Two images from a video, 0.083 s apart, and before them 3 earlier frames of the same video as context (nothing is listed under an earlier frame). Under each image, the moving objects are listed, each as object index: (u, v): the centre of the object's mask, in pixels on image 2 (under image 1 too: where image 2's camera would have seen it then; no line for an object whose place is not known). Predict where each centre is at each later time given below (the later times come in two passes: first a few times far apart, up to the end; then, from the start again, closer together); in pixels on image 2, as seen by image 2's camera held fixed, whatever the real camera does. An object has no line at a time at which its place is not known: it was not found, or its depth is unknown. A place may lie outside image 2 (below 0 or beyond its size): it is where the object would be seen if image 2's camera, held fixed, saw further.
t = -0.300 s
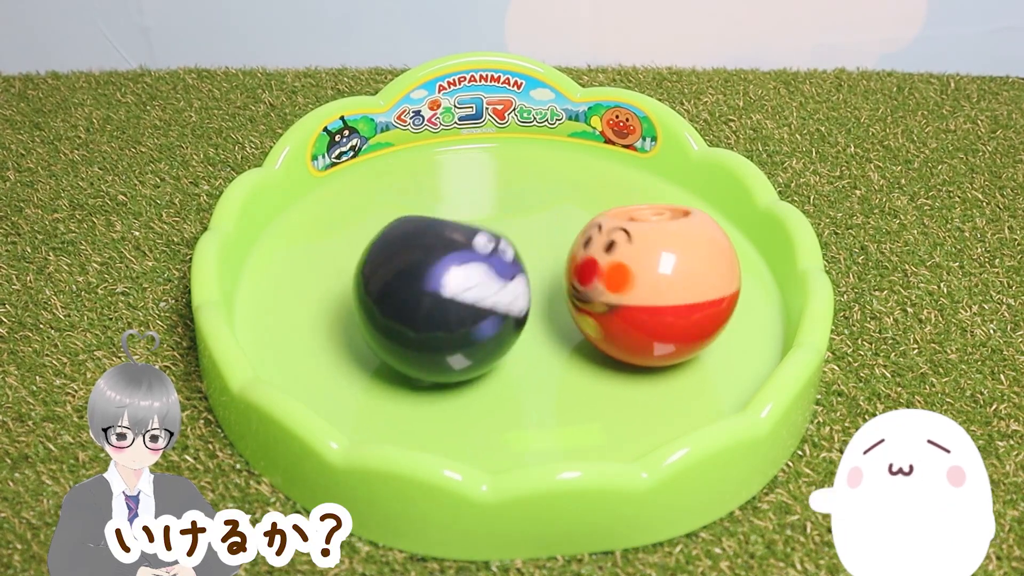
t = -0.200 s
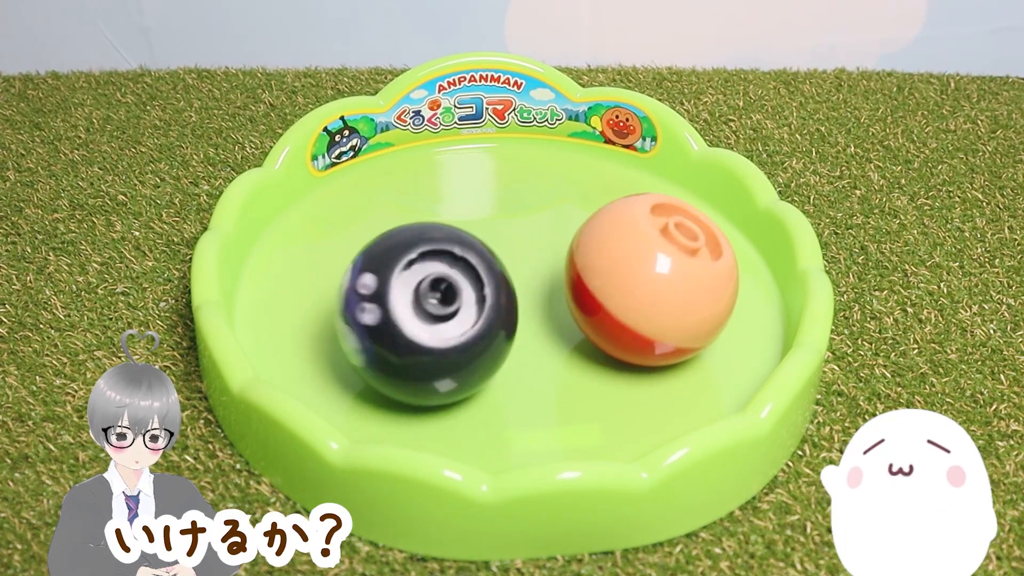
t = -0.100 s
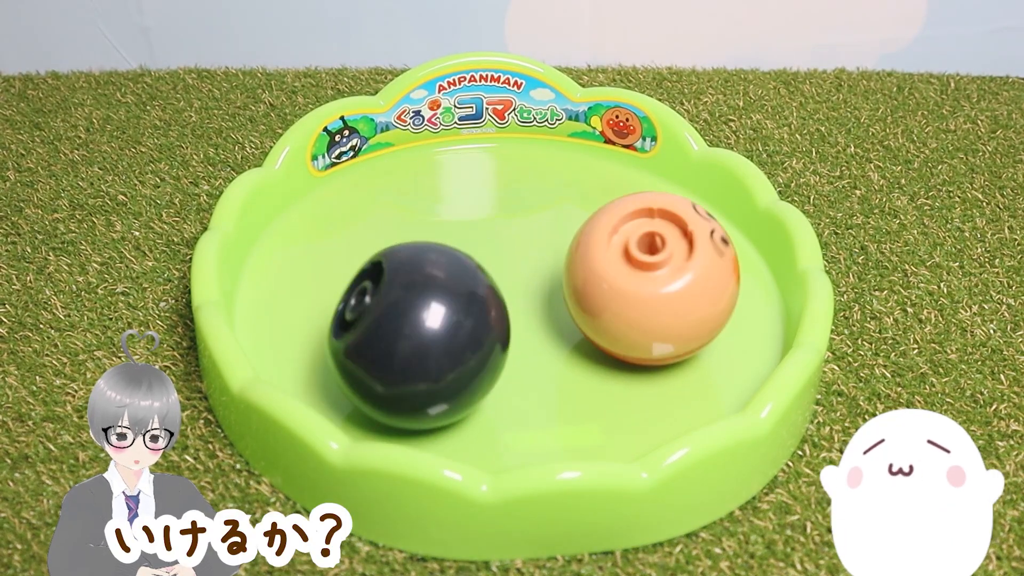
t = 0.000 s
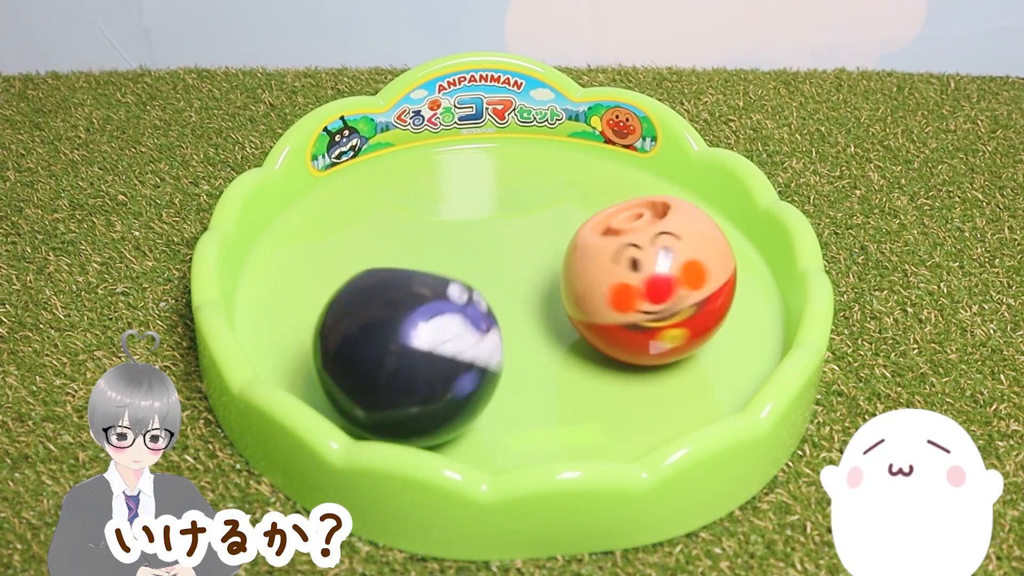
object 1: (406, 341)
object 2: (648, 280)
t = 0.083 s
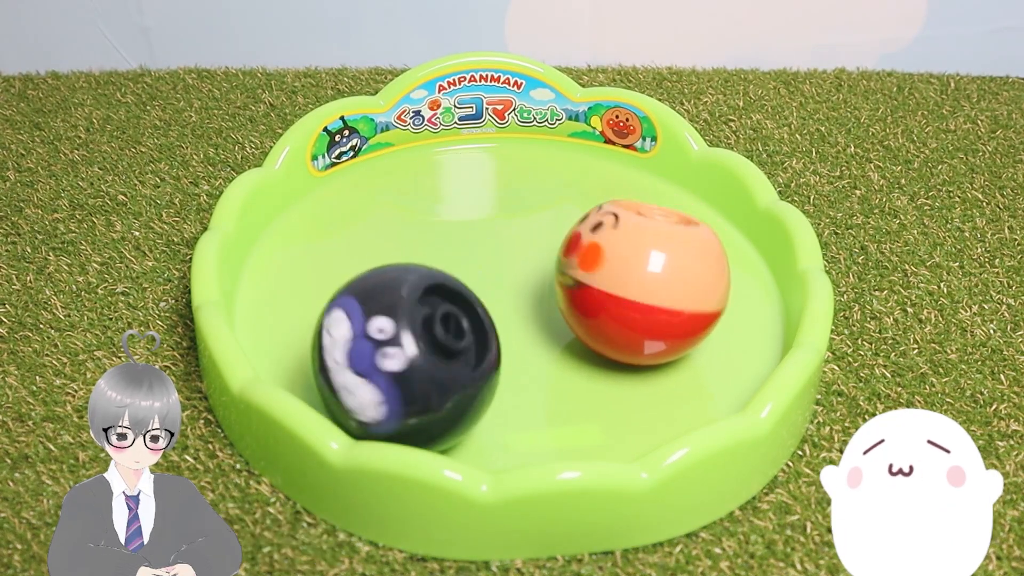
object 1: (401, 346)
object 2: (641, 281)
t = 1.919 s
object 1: (455, 333)
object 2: (655, 263)
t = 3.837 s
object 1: (418, 301)
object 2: (608, 268)
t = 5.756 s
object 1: (438, 291)
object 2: (609, 277)
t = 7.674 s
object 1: (430, 289)
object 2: (600, 271)
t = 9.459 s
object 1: (467, 294)
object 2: (635, 285)
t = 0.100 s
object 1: (403, 345)
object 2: (640, 281)
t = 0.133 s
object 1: (407, 344)
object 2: (637, 279)
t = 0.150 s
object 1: (408, 343)
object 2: (636, 279)
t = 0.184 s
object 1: (413, 343)
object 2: (635, 279)
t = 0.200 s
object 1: (415, 343)
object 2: (635, 279)
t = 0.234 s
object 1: (420, 341)
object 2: (635, 279)
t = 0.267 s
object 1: (424, 341)
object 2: (636, 280)
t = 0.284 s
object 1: (424, 338)
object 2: (636, 280)
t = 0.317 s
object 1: (430, 334)
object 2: (636, 281)
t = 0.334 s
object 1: (433, 335)
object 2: (636, 281)
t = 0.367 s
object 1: (435, 337)
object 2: (636, 283)
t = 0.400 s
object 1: (442, 316)
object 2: (635, 285)
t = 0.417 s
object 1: (446, 310)
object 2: (635, 285)
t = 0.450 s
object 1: (453, 309)
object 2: (633, 286)
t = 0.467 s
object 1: (458, 300)
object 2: (633, 286)
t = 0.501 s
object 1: (462, 299)
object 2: (634, 284)
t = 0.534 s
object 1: (463, 286)
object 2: (638, 283)
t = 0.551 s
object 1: (464, 284)
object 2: (640, 282)
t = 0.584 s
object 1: (467, 281)
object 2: (645, 280)
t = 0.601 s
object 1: (465, 279)
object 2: (647, 280)
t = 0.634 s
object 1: (463, 273)
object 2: (651, 279)
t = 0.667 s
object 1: (462, 269)
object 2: (655, 278)
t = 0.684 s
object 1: (460, 269)
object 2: (658, 278)
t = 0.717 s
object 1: (459, 261)
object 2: (662, 277)
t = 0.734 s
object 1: (459, 259)
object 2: (663, 277)
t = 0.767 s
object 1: (462, 252)
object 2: (666, 277)
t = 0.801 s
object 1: (466, 248)
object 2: (669, 276)
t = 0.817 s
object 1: (465, 247)
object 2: (670, 277)
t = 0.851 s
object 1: (466, 242)
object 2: (671, 276)
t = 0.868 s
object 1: (467, 241)
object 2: (671, 276)
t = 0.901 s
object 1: (470, 239)
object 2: (671, 275)
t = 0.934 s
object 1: (472, 240)
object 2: (670, 274)
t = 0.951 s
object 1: (470, 239)
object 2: (669, 273)
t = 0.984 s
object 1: (466, 239)
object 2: (668, 271)
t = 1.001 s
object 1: (464, 240)
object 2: (667, 270)
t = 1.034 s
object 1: (460, 241)
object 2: (666, 268)
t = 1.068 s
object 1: (460, 238)
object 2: (665, 266)
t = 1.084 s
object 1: (460, 237)
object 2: (663, 266)
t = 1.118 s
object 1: (460, 235)
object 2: (662, 266)
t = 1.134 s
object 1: (461, 236)
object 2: (661, 266)
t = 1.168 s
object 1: (462, 237)
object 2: (661, 266)
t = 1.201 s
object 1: (459, 237)
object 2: (660, 266)
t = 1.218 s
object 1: (460, 238)
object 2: (660, 266)
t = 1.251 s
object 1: (462, 239)
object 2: (659, 266)
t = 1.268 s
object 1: (464, 241)
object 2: (659, 267)
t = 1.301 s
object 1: (459, 244)
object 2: (658, 268)
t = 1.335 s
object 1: (455, 247)
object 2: (657, 269)
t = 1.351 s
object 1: (452, 250)
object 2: (656, 270)
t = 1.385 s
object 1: (448, 256)
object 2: (654, 271)
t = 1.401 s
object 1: (447, 257)
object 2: (653, 272)
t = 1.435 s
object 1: (444, 257)
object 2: (651, 273)
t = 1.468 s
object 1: (443, 259)
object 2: (651, 273)
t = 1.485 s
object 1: (445, 263)
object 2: (650, 272)
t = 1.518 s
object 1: (444, 268)
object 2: (649, 271)
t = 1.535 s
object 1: (442, 270)
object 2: (649, 270)
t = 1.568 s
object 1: (442, 274)
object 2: (649, 268)
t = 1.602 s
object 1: (446, 280)
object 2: (649, 267)
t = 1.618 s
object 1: (447, 284)
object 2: (649, 266)
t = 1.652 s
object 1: (442, 291)
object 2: (650, 265)
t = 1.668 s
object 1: (441, 294)
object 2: (651, 264)
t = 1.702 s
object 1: (437, 301)
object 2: (652, 264)
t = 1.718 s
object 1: (435, 306)
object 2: (652, 264)
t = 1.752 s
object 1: (432, 312)
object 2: (653, 263)
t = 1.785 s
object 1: (435, 315)
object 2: (654, 263)
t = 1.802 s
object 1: (438, 317)
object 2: (655, 263)
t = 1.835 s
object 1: (443, 323)
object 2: (655, 263)
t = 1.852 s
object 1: (446, 326)
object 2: (655, 263)
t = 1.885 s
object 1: (450, 329)
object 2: (655, 263)
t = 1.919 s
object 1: (455, 333)
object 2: (655, 263)
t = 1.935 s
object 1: (458, 334)
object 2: (655, 263)
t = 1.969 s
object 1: (467, 337)
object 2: (655, 263)
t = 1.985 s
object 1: (472, 339)
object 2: (655, 263)
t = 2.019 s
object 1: (478, 343)
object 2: (655, 263)
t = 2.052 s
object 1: (481, 344)
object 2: (655, 263)
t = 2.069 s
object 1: (483, 344)
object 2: (655, 264)
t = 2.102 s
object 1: (486, 344)
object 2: (655, 264)
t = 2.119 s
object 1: (486, 343)
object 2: (655, 264)
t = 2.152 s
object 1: (494, 336)
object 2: (655, 264)
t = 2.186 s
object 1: (504, 333)
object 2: (655, 265)
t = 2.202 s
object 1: (510, 332)
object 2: (656, 265)
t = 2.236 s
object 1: (514, 336)
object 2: (657, 264)
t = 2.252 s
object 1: (518, 333)
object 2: (658, 264)
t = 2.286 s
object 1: (522, 321)
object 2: (659, 263)
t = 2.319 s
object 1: (524, 318)
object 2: (662, 263)
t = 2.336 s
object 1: (524, 316)
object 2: (663, 263)
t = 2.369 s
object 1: (528, 315)
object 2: (665, 263)
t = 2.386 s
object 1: (529, 315)
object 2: (666, 263)
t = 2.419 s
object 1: (525, 312)
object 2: (668, 263)
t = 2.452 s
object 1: (520, 309)
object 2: (668, 262)
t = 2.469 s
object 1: (517, 307)
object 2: (668, 262)
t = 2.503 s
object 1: (513, 304)
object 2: (666, 262)
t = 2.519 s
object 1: (510, 302)
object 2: (663, 262)
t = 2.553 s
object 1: (509, 297)
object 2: (660, 262)
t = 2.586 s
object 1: (510, 294)
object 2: (658, 261)
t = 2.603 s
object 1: (509, 293)
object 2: (656, 261)
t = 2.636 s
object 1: (502, 299)
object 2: (655, 261)
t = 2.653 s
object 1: (499, 296)
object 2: (654, 261)
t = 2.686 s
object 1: (489, 287)
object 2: (652, 261)
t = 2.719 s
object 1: (483, 284)
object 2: (650, 261)
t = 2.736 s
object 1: (481, 283)
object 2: (649, 261)
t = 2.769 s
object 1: (477, 282)
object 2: (648, 261)
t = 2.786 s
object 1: (476, 283)
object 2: (647, 260)
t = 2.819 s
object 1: (466, 280)
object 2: (646, 260)
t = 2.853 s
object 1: (456, 279)
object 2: (645, 260)
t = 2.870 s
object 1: (451, 279)
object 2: (644, 260)
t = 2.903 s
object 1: (442, 278)
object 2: (642, 259)
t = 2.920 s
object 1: (438, 277)
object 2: (642, 259)
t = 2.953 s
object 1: (428, 277)
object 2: (640, 259)
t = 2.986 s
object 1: (423, 275)
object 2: (639, 259)
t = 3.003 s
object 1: (422, 275)
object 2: (638, 259)
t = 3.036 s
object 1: (418, 275)
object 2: (637, 259)
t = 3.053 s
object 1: (416, 276)
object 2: (636, 259)
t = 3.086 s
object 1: (410, 283)
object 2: (635, 259)
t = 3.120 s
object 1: (406, 283)
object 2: (634, 259)
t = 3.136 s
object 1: (401, 277)
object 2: (633, 259)
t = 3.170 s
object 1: (399, 277)
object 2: (632, 259)
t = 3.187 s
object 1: (398, 277)
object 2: (631, 259)
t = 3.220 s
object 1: (398, 279)
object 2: (630, 259)
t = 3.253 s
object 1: (392, 280)
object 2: (628, 259)
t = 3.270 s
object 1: (389, 281)
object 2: (628, 259)
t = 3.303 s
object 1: (384, 282)
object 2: (626, 259)
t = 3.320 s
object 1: (381, 283)
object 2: (626, 260)
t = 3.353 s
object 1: (377, 284)
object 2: (624, 260)
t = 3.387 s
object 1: (373, 287)
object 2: (623, 260)
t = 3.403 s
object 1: (370, 287)
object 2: (622, 260)
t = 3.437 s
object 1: (373, 288)
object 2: (621, 260)
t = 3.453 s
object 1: (375, 288)
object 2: (621, 261)
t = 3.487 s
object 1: (378, 290)
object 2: (619, 261)
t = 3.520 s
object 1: (380, 295)
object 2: (618, 261)
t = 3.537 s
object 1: (380, 297)
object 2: (617, 262)
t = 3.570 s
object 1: (382, 296)
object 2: (616, 262)
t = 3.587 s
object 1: (384, 297)
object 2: (615, 262)
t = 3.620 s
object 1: (388, 295)
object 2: (614, 263)
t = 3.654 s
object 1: (395, 296)
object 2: (613, 264)
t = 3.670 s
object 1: (399, 292)
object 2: (613, 264)
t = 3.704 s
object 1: (406, 295)
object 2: (612, 265)
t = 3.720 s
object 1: (408, 296)
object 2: (611, 265)
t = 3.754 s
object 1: (411, 296)
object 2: (610, 266)
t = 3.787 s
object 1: (414, 297)
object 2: (609, 266)
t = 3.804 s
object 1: (416, 297)
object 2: (609, 267)
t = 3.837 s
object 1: (418, 301)
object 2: (608, 268)
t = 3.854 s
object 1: (420, 297)
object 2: (608, 268)
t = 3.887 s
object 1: (427, 294)
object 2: (607, 270)
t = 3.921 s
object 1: (437, 294)
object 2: (606, 271)
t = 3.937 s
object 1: (442, 294)
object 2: (607, 271)
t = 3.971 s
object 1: (446, 295)
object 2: (609, 272)
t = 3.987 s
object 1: (446, 303)
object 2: (609, 273)
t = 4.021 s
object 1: (445, 305)
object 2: (608, 272)
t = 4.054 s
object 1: (443, 307)
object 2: (607, 272)
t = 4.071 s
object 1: (442, 308)
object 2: (606, 272)
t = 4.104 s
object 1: (440, 300)
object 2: (606, 272)
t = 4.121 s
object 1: (442, 299)
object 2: (606, 272)
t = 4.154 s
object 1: (445, 300)
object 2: (606, 273)
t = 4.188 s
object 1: (448, 302)
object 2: (607, 274)
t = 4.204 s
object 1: (446, 302)
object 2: (607, 274)
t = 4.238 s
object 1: (444, 303)
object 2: (609, 275)
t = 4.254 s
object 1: (443, 303)
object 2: (610, 275)
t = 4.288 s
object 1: (442, 304)
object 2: (610, 277)
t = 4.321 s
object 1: (441, 304)
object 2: (610, 278)
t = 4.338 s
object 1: (440, 304)
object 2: (610, 279)
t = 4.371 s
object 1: (439, 304)
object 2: (611, 280)
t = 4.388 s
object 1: (437, 304)
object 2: (611, 280)
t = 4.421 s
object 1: (436, 303)
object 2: (612, 281)
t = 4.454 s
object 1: (442, 301)
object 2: (613, 281)
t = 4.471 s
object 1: (444, 302)
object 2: (614, 281)
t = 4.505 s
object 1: (448, 302)
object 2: (615, 281)
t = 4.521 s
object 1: (449, 302)
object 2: (615, 281)
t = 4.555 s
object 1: (448, 309)
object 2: (616, 282)
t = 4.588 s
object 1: (447, 308)
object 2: (617, 282)
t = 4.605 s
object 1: (447, 308)
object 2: (618, 283)
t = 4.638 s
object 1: (446, 307)
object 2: (618, 284)
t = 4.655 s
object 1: (443, 298)
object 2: (618, 284)
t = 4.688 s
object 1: (447, 295)
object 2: (619, 284)
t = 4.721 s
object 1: (450, 294)
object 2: (619, 284)
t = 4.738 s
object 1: (451, 294)
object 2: (619, 283)
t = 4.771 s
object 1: (452, 295)
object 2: (619, 283)
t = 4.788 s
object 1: (450, 294)
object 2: (619, 283)
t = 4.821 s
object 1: (448, 293)
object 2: (619, 283)
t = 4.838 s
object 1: (447, 292)
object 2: (619, 284)
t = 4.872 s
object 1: (445, 292)
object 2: (619, 283)
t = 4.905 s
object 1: (443, 291)
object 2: (619, 283)
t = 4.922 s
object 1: (442, 290)
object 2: (618, 283)
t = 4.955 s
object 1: (440, 289)
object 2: (618, 283)
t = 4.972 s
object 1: (439, 289)
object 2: (617, 283)
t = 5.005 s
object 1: (435, 288)
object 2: (616, 282)
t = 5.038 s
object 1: (440, 286)
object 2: (615, 281)
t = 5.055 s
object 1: (442, 286)
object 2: (614, 281)
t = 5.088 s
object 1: (443, 286)
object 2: (613, 280)
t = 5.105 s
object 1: (443, 286)
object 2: (613, 280)
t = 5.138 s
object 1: (442, 287)
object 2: (612, 280)
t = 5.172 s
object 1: (439, 293)
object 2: (611, 279)
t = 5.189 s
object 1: (438, 293)
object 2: (611, 279)
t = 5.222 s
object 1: (436, 292)
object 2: (610, 278)
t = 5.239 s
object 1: (435, 292)
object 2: (609, 278)
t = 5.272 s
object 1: (430, 284)
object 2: (608, 277)
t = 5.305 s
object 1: (431, 282)
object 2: (607, 276)
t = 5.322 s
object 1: (432, 282)
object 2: (607, 275)
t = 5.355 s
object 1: (435, 282)
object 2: (606, 275)
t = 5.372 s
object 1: (437, 283)
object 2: (606, 274)
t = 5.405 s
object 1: (436, 285)
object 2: (606, 274)
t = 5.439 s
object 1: (434, 285)
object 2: (605, 273)
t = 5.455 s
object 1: (434, 285)
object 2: (605, 273)
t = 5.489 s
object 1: (432, 286)
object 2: (605, 273)
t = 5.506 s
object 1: (431, 287)
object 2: (605, 273)
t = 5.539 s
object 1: (430, 288)
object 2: (605, 273)
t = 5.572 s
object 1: (429, 288)
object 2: (605, 273)
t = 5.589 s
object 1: (429, 289)
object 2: (605, 274)
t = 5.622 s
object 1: (427, 290)
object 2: (606, 274)
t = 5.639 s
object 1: (427, 291)
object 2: (606, 275)
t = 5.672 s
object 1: (427, 290)
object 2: (607, 275)
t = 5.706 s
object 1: (431, 290)
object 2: (608, 276)
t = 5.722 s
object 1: (433, 290)
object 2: (608, 277)
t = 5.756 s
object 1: (438, 291)
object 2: (609, 277)
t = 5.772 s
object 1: (440, 292)
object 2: (609, 278)
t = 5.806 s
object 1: (443, 294)
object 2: (611, 279)
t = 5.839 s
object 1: (443, 301)
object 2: (612, 279)
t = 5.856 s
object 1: (443, 302)
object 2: (613, 280)
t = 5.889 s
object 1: (442, 303)
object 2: (615, 281)
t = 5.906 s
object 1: (441, 304)
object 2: (616, 282)
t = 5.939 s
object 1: (437, 296)
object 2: (617, 282)
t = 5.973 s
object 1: (437, 296)
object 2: (619, 283)
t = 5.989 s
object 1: (438, 295)
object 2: (620, 283)
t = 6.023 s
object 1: (440, 294)
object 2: (621, 284)
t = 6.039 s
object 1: (442, 298)
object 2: (621, 284)
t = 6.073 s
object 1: (445, 295)
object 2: (622, 284)
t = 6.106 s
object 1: (448, 297)
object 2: (623, 285)
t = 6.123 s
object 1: (447, 298)
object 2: (624, 285)
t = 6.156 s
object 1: (446, 298)
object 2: (624, 285)
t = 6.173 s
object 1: (446, 298)
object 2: (624, 285)
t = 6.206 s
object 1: (446, 298)
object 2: (624, 285)
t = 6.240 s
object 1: (445, 299)
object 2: (624, 285)
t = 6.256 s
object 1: (446, 300)
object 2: (624, 285)
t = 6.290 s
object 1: (446, 300)
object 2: (624, 285)
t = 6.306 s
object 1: (447, 300)
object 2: (623, 285)
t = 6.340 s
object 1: (448, 300)
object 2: (623, 284)
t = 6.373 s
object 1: (448, 300)
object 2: (622, 284)
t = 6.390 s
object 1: (447, 300)
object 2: (621, 284)
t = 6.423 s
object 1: (447, 299)
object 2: (620, 283)
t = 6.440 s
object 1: (447, 298)
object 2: (619, 283)
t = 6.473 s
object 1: (452, 298)
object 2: (618, 283)
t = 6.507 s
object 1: (453, 297)
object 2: (620, 283)
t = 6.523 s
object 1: (454, 297)
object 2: (621, 284)
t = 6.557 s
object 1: (452, 297)
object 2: (622, 284)
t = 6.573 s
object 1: (452, 297)
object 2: (623, 285)
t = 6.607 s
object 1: (449, 297)
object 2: (624, 285)
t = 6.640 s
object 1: (448, 297)
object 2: (625, 285)
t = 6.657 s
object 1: (446, 302)
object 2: (626, 285)
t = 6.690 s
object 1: (445, 303)
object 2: (626, 285)
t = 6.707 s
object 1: (444, 302)
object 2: (627, 285)
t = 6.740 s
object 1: (444, 301)
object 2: (627, 285)
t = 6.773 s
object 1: (443, 300)
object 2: (627, 285)
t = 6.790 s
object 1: (442, 300)
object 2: (627, 285)
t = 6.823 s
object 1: (441, 299)
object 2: (627, 285)
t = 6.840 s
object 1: (441, 299)
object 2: (627, 285)
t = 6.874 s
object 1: (437, 292)
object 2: (627, 285)
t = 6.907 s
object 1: (437, 291)
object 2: (626, 285)
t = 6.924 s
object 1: (439, 291)
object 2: (626, 285)
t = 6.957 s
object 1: (441, 290)
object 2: (625, 285)
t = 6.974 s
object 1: (442, 289)
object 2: (624, 284)
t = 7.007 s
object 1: (443, 289)
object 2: (623, 284)
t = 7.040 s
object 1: (445, 288)
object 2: (622, 284)
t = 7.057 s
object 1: (446, 289)
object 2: (621, 284)
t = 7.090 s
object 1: (449, 289)
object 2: (619, 283)
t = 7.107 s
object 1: (449, 290)
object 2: (619, 283)
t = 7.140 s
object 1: (450, 291)
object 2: (618, 283)
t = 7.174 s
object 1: (448, 291)
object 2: (617, 283)
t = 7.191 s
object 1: (447, 291)
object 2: (617, 282)
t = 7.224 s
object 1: (445, 291)
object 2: (616, 282)
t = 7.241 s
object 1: (444, 291)
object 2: (615, 282)
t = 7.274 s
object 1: (443, 291)
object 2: (614, 281)
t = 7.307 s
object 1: (441, 291)
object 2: (613, 281)
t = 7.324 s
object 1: (440, 291)
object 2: (612, 281)
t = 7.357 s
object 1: (439, 291)
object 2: (610, 280)
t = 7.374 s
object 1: (438, 291)
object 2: (609, 279)
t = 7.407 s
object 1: (436, 291)
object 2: (608, 278)
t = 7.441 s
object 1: (435, 291)
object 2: (606, 277)
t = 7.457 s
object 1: (434, 291)
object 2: (605, 276)
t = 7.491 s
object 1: (433, 291)
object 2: (604, 275)
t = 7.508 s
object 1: (434, 291)
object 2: (603, 275)
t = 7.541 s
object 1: (433, 291)
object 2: (602, 274)
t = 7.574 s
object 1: (431, 291)
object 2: (601, 273)
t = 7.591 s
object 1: (431, 291)
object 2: (601, 272)
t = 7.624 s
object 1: (429, 291)
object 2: (600, 272)
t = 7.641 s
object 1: (429, 290)
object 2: (600, 272)
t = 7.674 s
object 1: (430, 289)
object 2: (600, 271)
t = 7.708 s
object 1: (432, 288)
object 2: (600, 271)
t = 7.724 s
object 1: (433, 288)
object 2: (600, 271)
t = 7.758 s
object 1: (434, 288)
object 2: (600, 271)
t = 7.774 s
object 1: (435, 288)
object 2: (600, 270)
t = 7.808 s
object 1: (434, 288)
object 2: (600, 271)
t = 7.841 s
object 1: (435, 288)
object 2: (600, 271)
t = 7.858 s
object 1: (435, 289)
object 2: (601, 271)
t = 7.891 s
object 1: (435, 289)
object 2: (601, 272)
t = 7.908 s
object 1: (435, 290)
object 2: (601, 272)
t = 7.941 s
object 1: (436, 290)
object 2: (602, 273)
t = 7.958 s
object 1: (437, 294)
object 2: (602, 273)
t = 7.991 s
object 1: (437, 291)
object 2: (603, 274)
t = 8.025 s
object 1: (436, 298)
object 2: (604, 275)
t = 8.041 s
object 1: (436, 299)
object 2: (605, 276)
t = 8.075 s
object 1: (436, 299)
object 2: (606, 277)
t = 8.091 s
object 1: (437, 299)
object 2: (607, 278)
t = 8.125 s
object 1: (438, 299)
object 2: (609, 279)
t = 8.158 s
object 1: (439, 299)
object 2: (611, 280)
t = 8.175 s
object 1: (441, 299)
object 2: (612, 280)
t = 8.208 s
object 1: (442, 299)
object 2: (614, 281)
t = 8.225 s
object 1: (443, 300)
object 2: (614, 281)
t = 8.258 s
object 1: (445, 300)
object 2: (616, 282)
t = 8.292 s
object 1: (446, 300)
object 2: (617, 282)
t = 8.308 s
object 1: (447, 301)
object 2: (618, 282)
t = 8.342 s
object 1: (448, 301)
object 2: (619, 283)
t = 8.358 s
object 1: (448, 301)
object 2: (620, 283)
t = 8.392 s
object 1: (449, 303)
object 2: (621, 283)
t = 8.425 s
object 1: (450, 303)
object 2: (622, 283)
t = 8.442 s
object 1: (447, 298)
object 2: (622, 284)
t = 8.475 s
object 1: (448, 298)
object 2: (623, 284)
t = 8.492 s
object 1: (449, 298)
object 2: (624, 284)
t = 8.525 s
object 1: (450, 298)
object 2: (625, 284)
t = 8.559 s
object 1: (451, 298)
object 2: (626, 284)
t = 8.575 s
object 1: (452, 299)
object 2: (626, 284)
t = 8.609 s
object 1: (453, 299)
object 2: (627, 284)
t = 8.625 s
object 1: (453, 299)
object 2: (628, 284)
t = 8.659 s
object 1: (455, 299)
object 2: (628, 284)
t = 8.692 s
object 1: (457, 300)
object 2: (629, 284)
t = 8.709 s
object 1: (457, 300)
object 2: (629, 284)
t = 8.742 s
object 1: (459, 301)
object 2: (630, 284)
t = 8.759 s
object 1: (459, 301)
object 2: (630, 284)
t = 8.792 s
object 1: (460, 301)
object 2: (631, 284)
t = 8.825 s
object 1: (461, 302)
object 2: (631, 284)
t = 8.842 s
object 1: (462, 302)
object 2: (631, 284)
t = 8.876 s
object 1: (463, 302)
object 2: (632, 284)
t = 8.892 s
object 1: (463, 303)
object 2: (632, 285)
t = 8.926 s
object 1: (464, 302)
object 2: (632, 284)
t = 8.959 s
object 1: (465, 302)
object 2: (632, 284)
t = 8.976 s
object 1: (465, 302)
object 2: (633, 284)
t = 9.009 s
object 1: (465, 302)
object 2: (633, 285)
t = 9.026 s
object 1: (466, 301)
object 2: (633, 285)
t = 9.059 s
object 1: (466, 301)
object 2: (633, 285)
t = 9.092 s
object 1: (467, 300)
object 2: (634, 285)
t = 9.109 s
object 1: (466, 300)
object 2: (634, 285)
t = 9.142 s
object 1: (466, 300)
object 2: (634, 285)
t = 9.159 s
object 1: (467, 300)
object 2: (634, 285)
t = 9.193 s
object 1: (467, 299)
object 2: (634, 285)
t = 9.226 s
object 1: (466, 298)
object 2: (634, 285)
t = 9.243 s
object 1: (467, 298)
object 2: (634, 285)
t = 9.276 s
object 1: (466, 297)
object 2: (635, 285)
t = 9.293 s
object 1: (466, 297)
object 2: (635, 285)
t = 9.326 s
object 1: (466, 296)
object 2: (635, 285)
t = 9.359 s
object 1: (466, 296)
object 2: (635, 285)
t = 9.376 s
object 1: (466, 295)
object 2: (635, 285)
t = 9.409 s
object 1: (467, 294)
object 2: (635, 285)
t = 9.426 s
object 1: (467, 294)
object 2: (635, 285)
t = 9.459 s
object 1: (467, 294)
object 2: (635, 285)
